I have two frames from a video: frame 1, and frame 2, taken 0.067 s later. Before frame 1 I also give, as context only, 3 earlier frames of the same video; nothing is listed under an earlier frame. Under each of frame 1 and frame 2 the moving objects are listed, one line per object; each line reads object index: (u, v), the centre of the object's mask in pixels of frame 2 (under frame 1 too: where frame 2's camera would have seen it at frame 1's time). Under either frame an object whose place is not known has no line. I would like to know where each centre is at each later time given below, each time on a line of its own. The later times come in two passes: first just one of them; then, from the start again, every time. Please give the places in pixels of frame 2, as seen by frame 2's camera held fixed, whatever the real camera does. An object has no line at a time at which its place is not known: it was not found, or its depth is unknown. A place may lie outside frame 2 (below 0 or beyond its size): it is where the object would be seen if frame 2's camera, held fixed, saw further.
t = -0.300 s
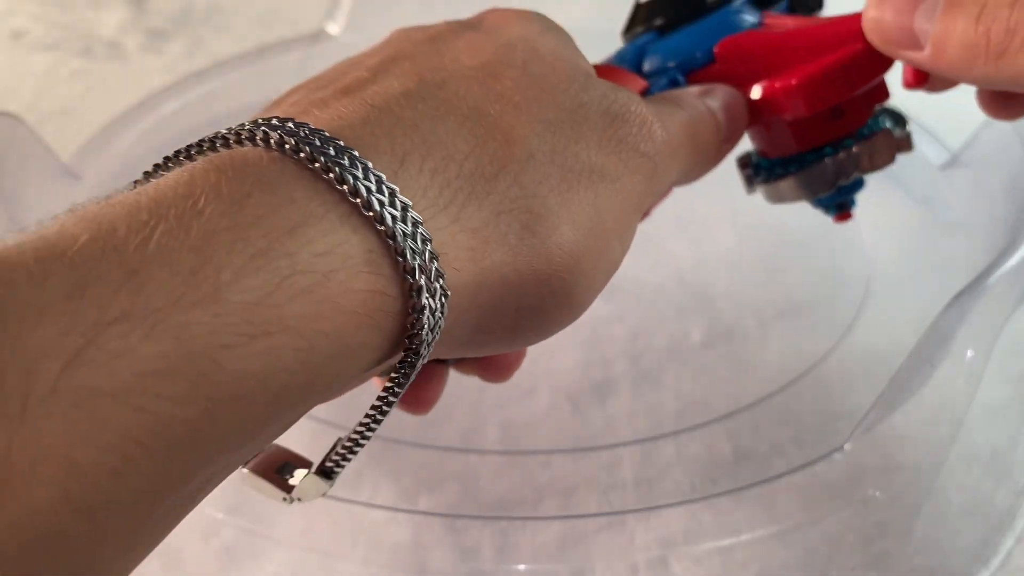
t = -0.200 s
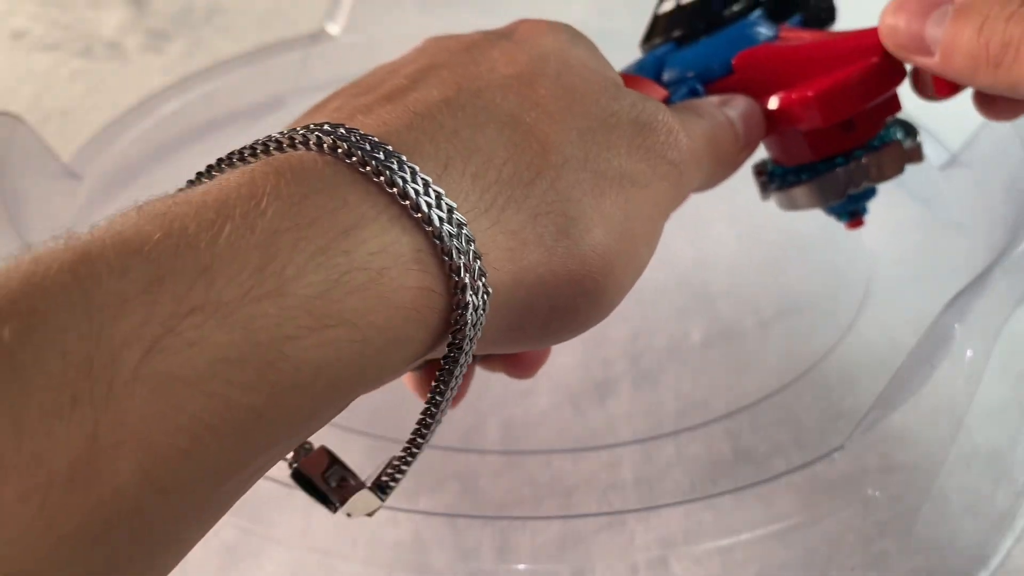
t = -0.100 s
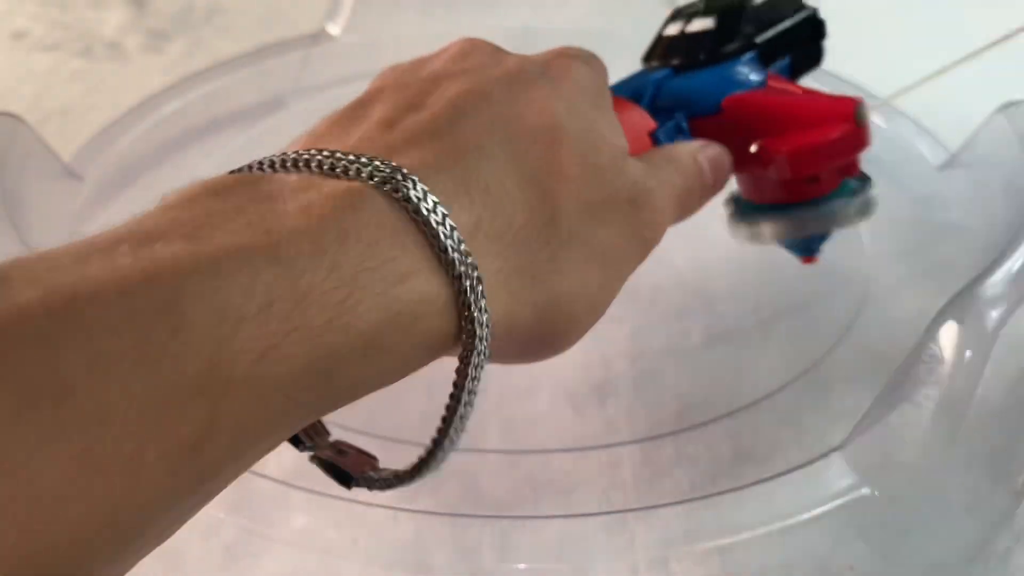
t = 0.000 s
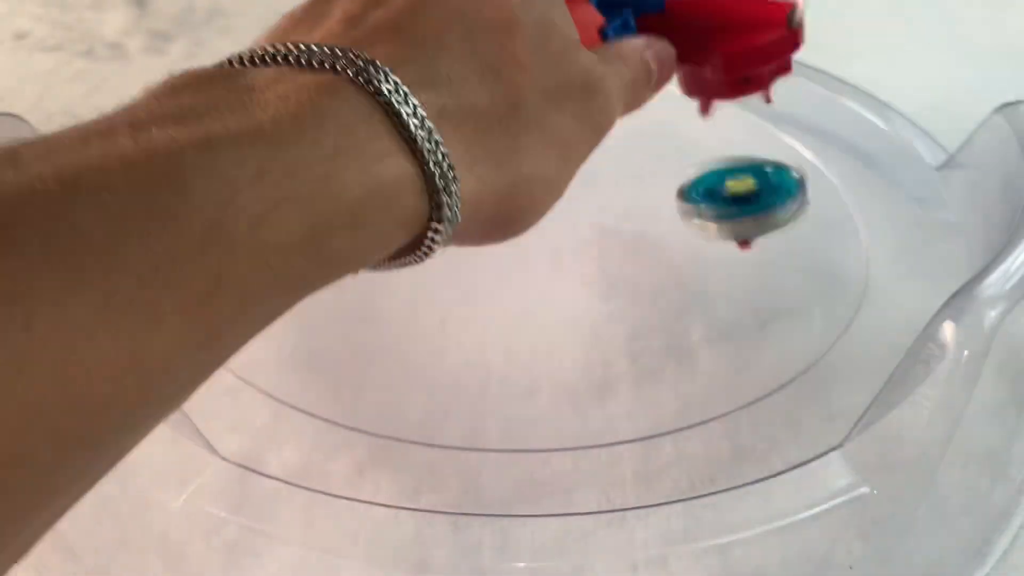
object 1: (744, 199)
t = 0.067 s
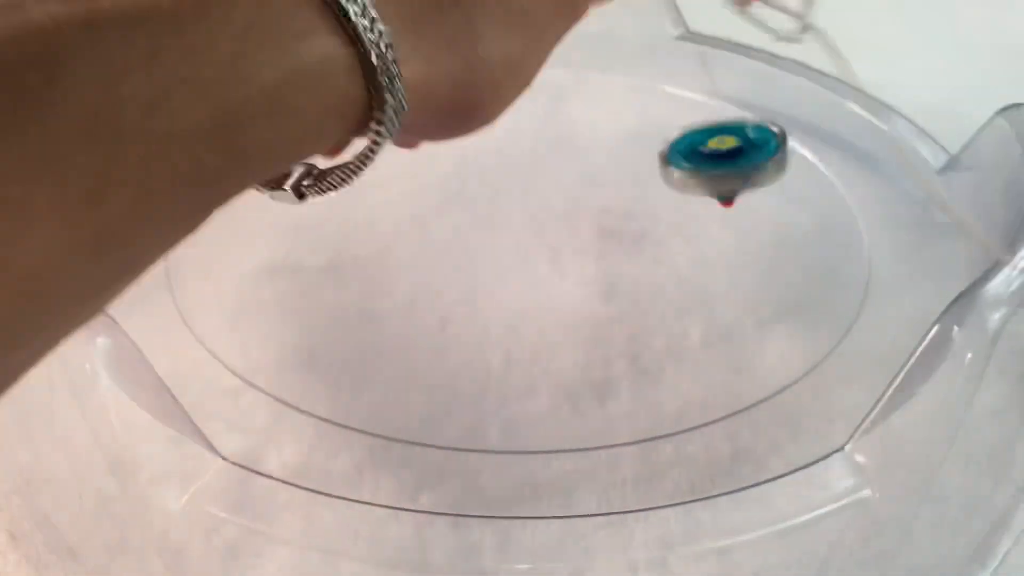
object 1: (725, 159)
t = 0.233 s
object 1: (534, 197)
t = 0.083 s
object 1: (716, 157)
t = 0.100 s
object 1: (707, 162)
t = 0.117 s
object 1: (697, 174)
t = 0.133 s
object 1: (686, 189)
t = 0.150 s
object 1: (660, 182)
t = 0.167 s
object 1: (637, 179)
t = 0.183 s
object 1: (612, 181)
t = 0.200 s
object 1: (588, 191)
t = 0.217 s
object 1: (562, 197)
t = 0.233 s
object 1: (534, 197)
